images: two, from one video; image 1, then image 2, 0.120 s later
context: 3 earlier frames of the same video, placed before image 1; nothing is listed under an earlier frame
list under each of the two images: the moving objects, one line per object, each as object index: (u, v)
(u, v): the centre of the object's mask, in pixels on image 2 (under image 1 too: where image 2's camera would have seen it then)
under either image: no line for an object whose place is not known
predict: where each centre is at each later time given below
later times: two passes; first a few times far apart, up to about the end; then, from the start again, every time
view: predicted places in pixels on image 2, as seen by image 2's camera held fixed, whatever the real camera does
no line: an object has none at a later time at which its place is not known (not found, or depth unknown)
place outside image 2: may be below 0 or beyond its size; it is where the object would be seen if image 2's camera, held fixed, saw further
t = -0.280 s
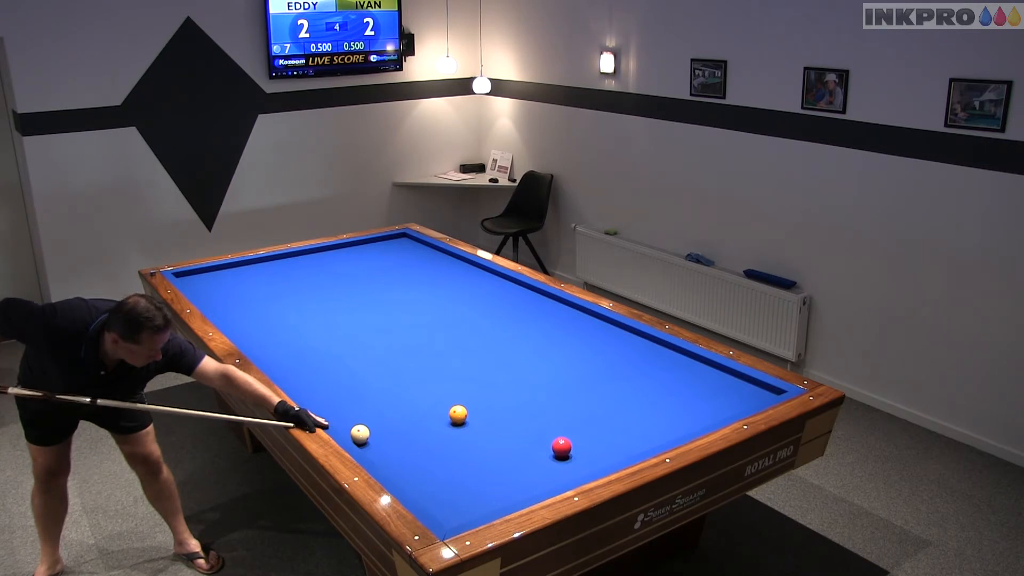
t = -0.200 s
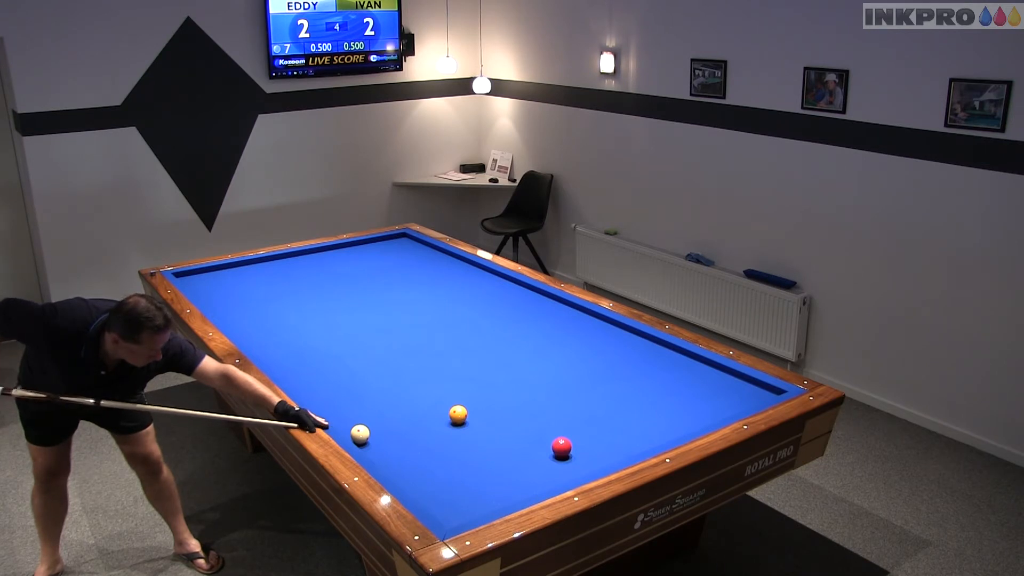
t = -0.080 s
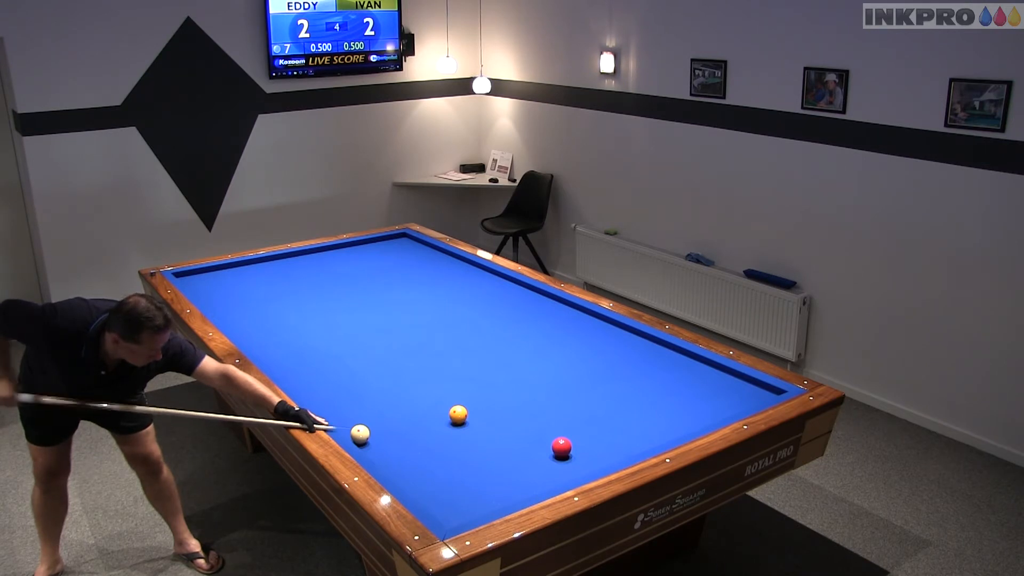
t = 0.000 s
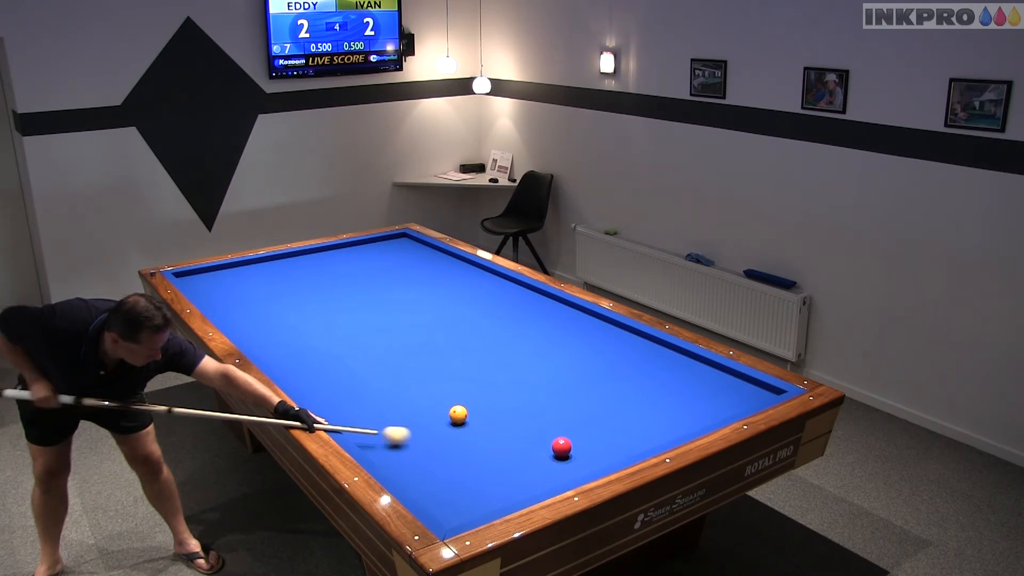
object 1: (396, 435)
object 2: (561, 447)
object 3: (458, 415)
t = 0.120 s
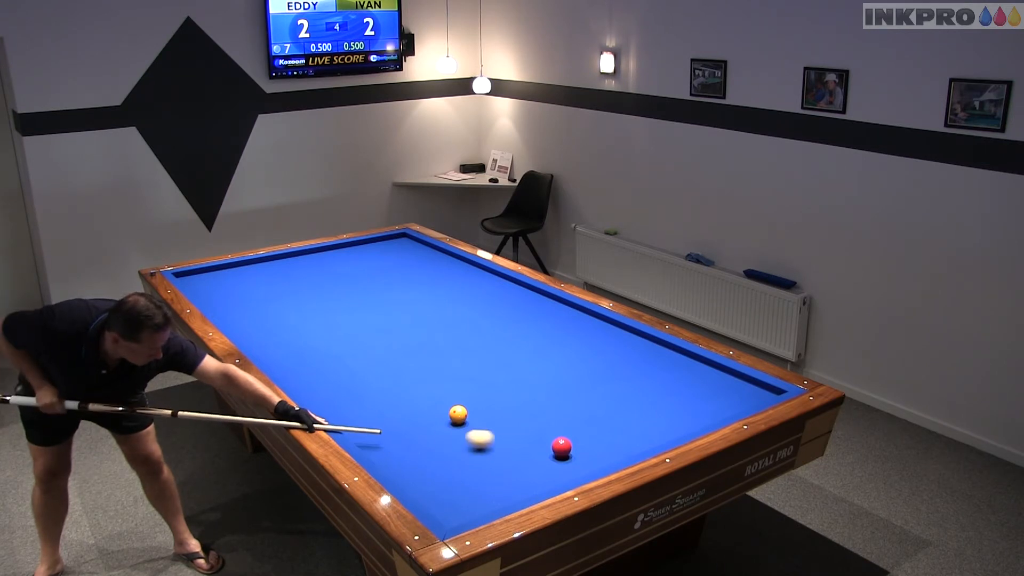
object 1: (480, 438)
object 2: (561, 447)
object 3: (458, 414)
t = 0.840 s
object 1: (716, 385)
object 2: (547, 389)
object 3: (458, 415)
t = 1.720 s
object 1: (663, 428)
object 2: (487, 314)
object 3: (458, 415)
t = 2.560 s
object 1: (527, 452)
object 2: (449, 268)
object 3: (458, 415)
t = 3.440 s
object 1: (403, 468)
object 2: (404, 239)
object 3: (458, 415)
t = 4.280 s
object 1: (439, 427)
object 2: (391, 249)
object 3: (458, 414)
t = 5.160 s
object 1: (441, 411)
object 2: (390, 266)
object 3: (480, 402)
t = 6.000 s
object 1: (437, 404)
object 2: (388, 283)
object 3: (499, 390)
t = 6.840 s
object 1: (434, 400)
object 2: (386, 300)
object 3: (513, 382)
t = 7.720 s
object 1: (434, 400)
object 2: (384, 318)
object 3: (521, 377)
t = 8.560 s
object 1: (434, 400)
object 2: (383, 334)
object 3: (525, 374)
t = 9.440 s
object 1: (434, 400)
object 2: (382, 350)
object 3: (525, 374)
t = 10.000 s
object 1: (434, 400)
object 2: (381, 360)
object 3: (525, 374)
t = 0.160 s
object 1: (508, 439)
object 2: (561, 447)
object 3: (458, 414)
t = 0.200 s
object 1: (536, 440)
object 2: (561, 447)
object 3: (458, 414)
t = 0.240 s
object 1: (552, 437)
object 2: (575, 451)
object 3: (458, 414)
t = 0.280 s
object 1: (561, 433)
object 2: (595, 457)
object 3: (458, 414)
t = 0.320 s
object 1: (570, 428)
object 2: (605, 457)
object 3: (458, 414)
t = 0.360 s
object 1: (580, 423)
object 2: (599, 451)
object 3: (458, 414)
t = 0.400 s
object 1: (591, 420)
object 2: (593, 444)
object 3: (458, 414)
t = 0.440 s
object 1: (602, 416)
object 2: (588, 438)
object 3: (458, 415)
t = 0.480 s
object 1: (614, 412)
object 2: (583, 432)
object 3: (458, 414)
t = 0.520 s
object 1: (626, 409)
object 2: (579, 427)
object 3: (458, 414)
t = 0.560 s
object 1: (638, 406)
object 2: (574, 422)
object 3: (458, 415)
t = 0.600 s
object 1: (650, 403)
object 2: (570, 417)
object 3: (458, 415)
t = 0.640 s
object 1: (661, 399)
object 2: (566, 412)
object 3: (458, 415)
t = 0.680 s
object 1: (673, 396)
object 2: (562, 407)
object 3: (458, 415)
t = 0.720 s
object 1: (684, 393)
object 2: (558, 402)
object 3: (458, 415)
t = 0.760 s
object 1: (695, 390)
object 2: (555, 398)
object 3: (458, 415)
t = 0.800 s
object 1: (705, 388)
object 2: (551, 393)
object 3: (458, 414)
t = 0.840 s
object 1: (716, 385)
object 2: (547, 389)
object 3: (458, 415)
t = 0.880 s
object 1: (726, 382)
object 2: (544, 385)
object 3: (458, 414)
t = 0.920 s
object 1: (736, 379)
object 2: (540, 381)
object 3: (458, 415)
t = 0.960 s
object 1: (742, 378)
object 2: (537, 376)
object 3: (458, 415)
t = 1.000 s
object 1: (737, 383)
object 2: (534, 373)
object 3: (458, 415)
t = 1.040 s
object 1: (734, 387)
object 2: (531, 369)
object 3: (458, 415)
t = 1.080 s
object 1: (730, 390)
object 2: (528, 365)
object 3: (458, 415)
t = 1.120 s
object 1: (727, 394)
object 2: (525, 361)
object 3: (458, 414)
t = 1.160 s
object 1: (725, 397)
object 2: (522, 358)
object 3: (458, 414)
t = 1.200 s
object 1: (722, 401)
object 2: (519, 354)
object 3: (458, 414)
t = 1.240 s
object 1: (720, 404)
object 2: (516, 351)
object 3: (458, 414)
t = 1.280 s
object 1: (718, 407)
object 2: (513, 347)
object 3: (458, 414)
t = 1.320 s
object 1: (715, 410)
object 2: (511, 344)
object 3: (458, 414)
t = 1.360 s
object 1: (713, 413)
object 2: (508, 341)
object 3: (458, 414)
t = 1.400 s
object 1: (710, 416)
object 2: (505, 338)
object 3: (458, 414)
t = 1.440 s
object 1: (707, 418)
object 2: (503, 334)
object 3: (458, 414)
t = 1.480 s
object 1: (700, 420)
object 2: (500, 331)
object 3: (458, 414)
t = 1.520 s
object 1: (694, 421)
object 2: (498, 328)
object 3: (458, 415)
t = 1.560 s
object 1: (688, 423)
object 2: (496, 326)
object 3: (458, 414)
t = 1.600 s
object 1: (682, 424)
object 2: (493, 323)
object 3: (458, 415)
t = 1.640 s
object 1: (676, 425)
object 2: (491, 320)
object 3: (458, 415)
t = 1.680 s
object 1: (670, 427)
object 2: (489, 317)
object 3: (458, 415)
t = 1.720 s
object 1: (663, 428)
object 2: (487, 314)
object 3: (458, 415)
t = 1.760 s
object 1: (657, 429)
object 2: (485, 312)
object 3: (458, 415)
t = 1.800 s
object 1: (651, 431)
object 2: (482, 310)
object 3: (458, 415)
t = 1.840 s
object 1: (644, 432)
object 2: (480, 307)
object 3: (458, 414)
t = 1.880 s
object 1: (638, 433)
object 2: (478, 304)
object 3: (458, 414)
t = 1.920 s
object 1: (632, 434)
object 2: (477, 302)
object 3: (458, 415)
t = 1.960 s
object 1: (625, 435)
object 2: (475, 300)
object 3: (458, 415)
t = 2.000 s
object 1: (619, 436)
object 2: (472, 297)
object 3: (458, 415)
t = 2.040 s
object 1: (612, 437)
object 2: (471, 295)
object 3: (458, 414)
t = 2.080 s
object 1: (606, 439)
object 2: (469, 293)
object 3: (458, 415)
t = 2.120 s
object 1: (599, 440)
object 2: (467, 290)
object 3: (458, 415)
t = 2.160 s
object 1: (593, 441)
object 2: (465, 288)
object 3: (458, 415)
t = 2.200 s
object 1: (586, 442)
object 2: (464, 286)
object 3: (458, 415)
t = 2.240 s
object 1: (580, 443)
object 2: (462, 284)
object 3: (458, 415)
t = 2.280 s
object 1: (574, 444)
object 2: (460, 282)
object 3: (458, 415)
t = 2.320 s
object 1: (567, 445)
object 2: (458, 280)
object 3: (458, 415)
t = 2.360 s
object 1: (561, 446)
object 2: (457, 278)
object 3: (458, 414)
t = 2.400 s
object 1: (554, 448)
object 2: (455, 276)
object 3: (458, 415)
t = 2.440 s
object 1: (547, 449)
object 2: (454, 274)
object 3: (458, 414)
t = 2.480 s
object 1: (541, 450)
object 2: (452, 272)
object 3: (458, 414)
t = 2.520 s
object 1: (534, 451)
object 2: (451, 270)
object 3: (458, 414)
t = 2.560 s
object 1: (527, 452)
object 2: (449, 268)
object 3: (458, 415)
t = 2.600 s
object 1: (521, 453)
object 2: (448, 266)
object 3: (458, 414)
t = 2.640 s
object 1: (514, 454)
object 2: (446, 265)
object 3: (458, 414)
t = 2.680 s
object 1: (507, 456)
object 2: (445, 263)
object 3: (458, 415)
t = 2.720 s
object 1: (501, 457)
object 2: (444, 261)
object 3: (458, 414)
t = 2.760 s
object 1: (494, 458)
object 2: (442, 260)
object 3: (458, 414)
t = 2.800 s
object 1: (487, 459)
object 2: (441, 258)
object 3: (458, 415)
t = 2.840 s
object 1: (481, 460)
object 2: (440, 256)
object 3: (458, 415)
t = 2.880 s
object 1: (474, 461)
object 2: (438, 255)
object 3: (458, 415)
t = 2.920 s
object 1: (468, 462)
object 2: (437, 253)
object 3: (458, 415)
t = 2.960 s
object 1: (461, 464)
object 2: (436, 251)
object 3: (458, 414)
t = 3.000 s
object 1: (454, 464)
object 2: (434, 250)
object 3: (458, 414)
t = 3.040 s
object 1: (447, 466)
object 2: (433, 248)
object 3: (458, 415)
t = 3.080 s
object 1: (440, 467)
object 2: (432, 247)
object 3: (458, 415)
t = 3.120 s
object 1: (434, 468)
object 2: (429, 246)
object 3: (458, 415)
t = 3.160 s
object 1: (427, 469)
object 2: (426, 245)
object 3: (458, 415)
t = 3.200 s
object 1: (421, 470)
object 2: (422, 244)
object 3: (458, 414)
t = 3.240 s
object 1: (414, 471)
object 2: (419, 243)
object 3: (458, 415)
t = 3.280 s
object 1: (407, 472)
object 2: (416, 242)
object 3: (458, 415)
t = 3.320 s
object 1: (401, 473)
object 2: (413, 241)
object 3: (458, 415)
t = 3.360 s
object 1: (399, 472)
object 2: (410, 241)
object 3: (458, 415)
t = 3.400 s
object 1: (401, 470)
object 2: (407, 240)
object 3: (458, 415)
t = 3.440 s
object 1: (403, 468)
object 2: (404, 239)
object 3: (458, 415)
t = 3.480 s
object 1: (405, 466)
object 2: (400, 238)
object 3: (458, 415)
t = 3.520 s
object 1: (407, 463)
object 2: (398, 237)
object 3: (458, 415)
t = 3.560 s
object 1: (409, 462)
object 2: (395, 237)
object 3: (458, 415)
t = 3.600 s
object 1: (411, 459)
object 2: (392, 236)
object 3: (458, 415)
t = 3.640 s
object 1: (413, 457)
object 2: (392, 237)
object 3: (458, 415)
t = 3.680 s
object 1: (414, 455)
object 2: (392, 238)
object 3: (458, 415)
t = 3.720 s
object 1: (416, 453)
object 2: (392, 238)
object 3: (458, 415)
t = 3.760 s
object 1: (418, 451)
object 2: (392, 239)
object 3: (458, 415)
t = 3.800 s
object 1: (420, 449)
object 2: (392, 240)
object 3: (458, 415)
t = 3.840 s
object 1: (422, 447)
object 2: (392, 241)
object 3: (458, 415)
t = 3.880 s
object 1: (423, 445)
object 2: (392, 241)
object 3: (458, 414)
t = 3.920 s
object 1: (425, 443)
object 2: (392, 242)
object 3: (458, 415)
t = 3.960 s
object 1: (426, 441)
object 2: (392, 243)
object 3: (458, 414)
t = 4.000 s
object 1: (428, 440)
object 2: (392, 244)
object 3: (458, 415)
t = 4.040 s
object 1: (430, 438)
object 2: (392, 244)
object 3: (458, 414)
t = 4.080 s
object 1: (431, 436)
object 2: (392, 245)
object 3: (458, 415)
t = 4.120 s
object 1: (433, 434)
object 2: (392, 246)
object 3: (458, 414)
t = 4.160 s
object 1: (434, 432)
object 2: (392, 247)
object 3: (458, 414)
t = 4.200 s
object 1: (436, 431)
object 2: (391, 247)
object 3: (458, 415)
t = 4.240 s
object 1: (438, 429)
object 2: (391, 248)
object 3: (458, 415)
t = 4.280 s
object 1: (439, 427)
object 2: (391, 249)
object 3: (458, 414)
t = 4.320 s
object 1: (441, 426)
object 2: (391, 250)
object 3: (458, 414)
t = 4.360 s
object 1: (442, 424)
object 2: (391, 251)
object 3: (458, 414)
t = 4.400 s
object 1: (443, 423)
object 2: (391, 251)
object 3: (458, 414)
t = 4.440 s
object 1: (445, 421)
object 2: (391, 252)
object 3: (459, 414)
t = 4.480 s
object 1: (445, 421)
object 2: (391, 253)
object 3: (460, 414)
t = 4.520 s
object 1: (444, 420)
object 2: (391, 254)
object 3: (461, 413)
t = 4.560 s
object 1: (444, 419)
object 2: (391, 254)
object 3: (462, 412)
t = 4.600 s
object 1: (444, 419)
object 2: (391, 255)
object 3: (464, 411)
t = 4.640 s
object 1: (444, 418)
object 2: (391, 256)
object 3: (465, 411)
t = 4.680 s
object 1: (444, 417)
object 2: (391, 257)
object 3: (466, 410)
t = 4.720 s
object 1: (443, 417)
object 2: (391, 258)
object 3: (467, 409)
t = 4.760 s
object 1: (443, 416)
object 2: (391, 258)
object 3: (469, 408)
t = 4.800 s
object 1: (443, 416)
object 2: (391, 259)
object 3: (470, 407)
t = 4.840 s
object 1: (443, 415)
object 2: (390, 260)
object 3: (471, 407)
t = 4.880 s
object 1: (442, 415)
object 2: (390, 261)
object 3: (472, 406)
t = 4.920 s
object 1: (442, 414)
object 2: (390, 262)
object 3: (473, 406)
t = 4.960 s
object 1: (442, 414)
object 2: (390, 262)
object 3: (474, 405)
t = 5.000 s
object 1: (442, 413)
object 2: (390, 263)
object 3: (476, 404)
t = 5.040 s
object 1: (442, 413)
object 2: (390, 264)
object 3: (477, 403)
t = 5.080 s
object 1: (441, 412)
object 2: (390, 265)
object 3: (478, 403)
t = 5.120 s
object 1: (441, 412)
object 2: (390, 265)
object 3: (479, 402)
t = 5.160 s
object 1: (441, 411)
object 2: (390, 266)
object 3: (480, 402)
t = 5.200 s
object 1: (441, 411)
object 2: (390, 267)
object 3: (481, 401)
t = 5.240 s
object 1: (441, 410)
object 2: (390, 268)
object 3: (482, 400)
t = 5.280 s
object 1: (440, 410)
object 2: (389, 269)
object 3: (483, 400)
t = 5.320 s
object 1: (440, 410)
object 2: (389, 269)
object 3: (484, 399)
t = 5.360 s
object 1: (440, 409)
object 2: (389, 270)
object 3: (485, 398)
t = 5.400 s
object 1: (440, 409)
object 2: (389, 271)
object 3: (486, 398)
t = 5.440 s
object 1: (440, 408)
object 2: (389, 272)
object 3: (487, 397)
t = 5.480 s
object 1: (440, 408)
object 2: (389, 273)
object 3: (488, 397)
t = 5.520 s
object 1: (439, 408)
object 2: (389, 274)
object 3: (489, 396)
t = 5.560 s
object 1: (439, 407)
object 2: (389, 274)
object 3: (490, 396)
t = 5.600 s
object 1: (439, 407)
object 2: (389, 275)
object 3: (491, 395)
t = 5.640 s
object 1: (439, 407)
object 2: (389, 276)
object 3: (492, 395)
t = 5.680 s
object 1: (439, 406)
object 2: (389, 277)
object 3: (492, 394)
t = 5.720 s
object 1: (439, 406)
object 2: (389, 278)
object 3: (493, 394)
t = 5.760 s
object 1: (439, 406)
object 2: (389, 278)
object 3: (494, 393)
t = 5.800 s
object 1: (438, 405)
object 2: (389, 279)
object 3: (495, 392)
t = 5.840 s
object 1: (438, 405)
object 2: (388, 280)
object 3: (496, 392)
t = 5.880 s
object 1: (438, 405)
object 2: (388, 281)
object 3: (497, 391)
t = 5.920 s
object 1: (438, 405)
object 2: (388, 282)
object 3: (497, 391)
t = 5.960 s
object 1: (438, 404)
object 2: (388, 282)
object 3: (498, 390)
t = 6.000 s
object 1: (437, 404)
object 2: (388, 283)
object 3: (499, 390)
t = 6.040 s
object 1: (437, 404)
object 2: (388, 284)
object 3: (500, 390)
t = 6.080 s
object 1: (437, 404)
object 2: (388, 285)
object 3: (501, 389)
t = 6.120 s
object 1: (437, 404)
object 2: (388, 286)
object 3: (501, 389)
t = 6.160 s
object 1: (437, 403)
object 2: (388, 287)
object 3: (502, 388)
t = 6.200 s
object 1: (437, 403)
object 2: (388, 287)
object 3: (503, 388)
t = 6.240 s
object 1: (436, 403)
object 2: (388, 288)
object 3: (504, 387)
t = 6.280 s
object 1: (436, 403)
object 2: (387, 289)
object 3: (504, 387)
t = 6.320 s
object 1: (436, 402)
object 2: (387, 290)
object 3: (505, 386)
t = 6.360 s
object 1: (436, 402)
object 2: (387, 291)
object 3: (506, 386)
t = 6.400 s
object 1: (436, 402)
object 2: (387, 291)
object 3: (506, 386)
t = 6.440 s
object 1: (436, 402)
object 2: (387, 292)
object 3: (507, 385)
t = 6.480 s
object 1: (435, 402)
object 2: (387, 293)
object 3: (508, 385)
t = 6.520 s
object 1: (435, 402)
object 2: (387, 294)
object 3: (508, 385)
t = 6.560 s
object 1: (435, 401)
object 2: (387, 295)
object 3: (509, 384)
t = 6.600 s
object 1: (435, 401)
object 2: (387, 295)
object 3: (510, 384)
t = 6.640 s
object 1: (435, 401)
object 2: (387, 296)
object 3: (510, 384)
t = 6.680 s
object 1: (435, 401)
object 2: (387, 297)
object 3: (511, 383)
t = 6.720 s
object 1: (435, 401)
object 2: (386, 298)
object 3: (511, 383)
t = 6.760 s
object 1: (434, 401)
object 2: (386, 299)
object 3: (512, 383)
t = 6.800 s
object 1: (434, 401)
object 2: (386, 300)
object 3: (512, 382)
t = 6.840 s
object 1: (434, 400)
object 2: (386, 300)
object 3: (513, 382)
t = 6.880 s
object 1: (434, 401)
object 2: (386, 301)
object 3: (513, 382)
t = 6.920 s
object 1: (434, 401)
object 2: (386, 302)
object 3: (514, 381)
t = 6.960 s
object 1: (434, 400)
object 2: (386, 303)
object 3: (514, 381)
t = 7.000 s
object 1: (434, 400)
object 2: (386, 304)
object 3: (515, 381)
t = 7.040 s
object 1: (434, 400)
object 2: (386, 304)
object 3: (515, 380)
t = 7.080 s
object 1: (434, 400)
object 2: (386, 305)
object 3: (516, 380)
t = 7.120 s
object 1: (434, 401)
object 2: (386, 306)
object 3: (516, 380)
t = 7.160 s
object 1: (434, 400)
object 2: (385, 307)
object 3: (517, 380)
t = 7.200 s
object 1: (434, 400)
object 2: (385, 308)
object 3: (517, 379)
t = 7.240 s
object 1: (434, 400)
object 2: (385, 308)
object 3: (517, 379)
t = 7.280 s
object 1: (434, 400)
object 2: (385, 309)
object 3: (518, 379)
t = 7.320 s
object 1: (434, 400)
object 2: (385, 310)
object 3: (518, 379)
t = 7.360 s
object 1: (434, 400)
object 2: (385, 311)
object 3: (519, 378)
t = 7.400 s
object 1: (434, 400)
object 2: (385, 311)
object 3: (519, 378)
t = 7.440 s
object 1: (434, 400)
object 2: (385, 312)
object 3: (519, 378)
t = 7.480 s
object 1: (434, 400)
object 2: (385, 313)
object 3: (520, 378)
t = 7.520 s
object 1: (434, 400)
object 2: (385, 314)
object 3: (520, 377)
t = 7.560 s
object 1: (434, 400)
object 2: (385, 315)
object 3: (520, 377)
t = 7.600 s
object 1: (434, 400)
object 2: (385, 316)
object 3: (520, 377)
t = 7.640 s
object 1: (434, 400)
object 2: (385, 316)
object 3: (521, 377)
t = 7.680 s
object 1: (434, 400)
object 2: (385, 317)
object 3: (521, 377)
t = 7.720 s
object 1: (434, 400)
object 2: (384, 318)
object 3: (521, 377)
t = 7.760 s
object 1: (434, 400)
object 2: (384, 319)
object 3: (522, 376)
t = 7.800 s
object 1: (434, 400)
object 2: (384, 320)
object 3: (522, 376)
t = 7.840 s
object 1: (434, 400)
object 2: (384, 320)
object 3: (522, 376)
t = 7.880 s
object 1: (434, 400)
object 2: (384, 321)
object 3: (523, 376)
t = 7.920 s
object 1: (434, 400)
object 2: (384, 322)
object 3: (523, 376)
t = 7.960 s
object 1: (434, 400)
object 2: (384, 323)
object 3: (523, 376)
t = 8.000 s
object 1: (434, 400)
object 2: (384, 323)
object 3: (523, 376)
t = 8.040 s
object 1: (434, 400)
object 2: (384, 324)
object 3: (523, 375)
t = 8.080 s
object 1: (434, 400)
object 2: (384, 325)
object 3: (524, 375)
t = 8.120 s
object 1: (434, 400)
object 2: (384, 326)
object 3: (524, 375)
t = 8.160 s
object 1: (434, 400)
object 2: (384, 327)
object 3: (524, 375)
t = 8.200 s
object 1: (434, 400)
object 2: (384, 327)
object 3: (524, 375)
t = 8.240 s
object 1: (434, 400)
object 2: (384, 328)
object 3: (524, 375)
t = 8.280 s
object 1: (434, 400)
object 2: (384, 329)
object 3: (524, 375)
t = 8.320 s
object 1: (434, 400)
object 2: (384, 330)
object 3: (524, 375)
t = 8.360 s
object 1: (434, 400)
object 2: (383, 331)
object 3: (525, 374)
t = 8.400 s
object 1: (434, 400)
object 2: (383, 331)
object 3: (525, 374)
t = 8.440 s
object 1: (434, 400)
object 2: (383, 332)
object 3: (525, 374)
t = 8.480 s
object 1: (434, 400)
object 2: (383, 333)
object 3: (525, 374)
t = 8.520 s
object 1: (434, 400)
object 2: (383, 334)
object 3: (525, 374)
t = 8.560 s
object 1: (434, 400)
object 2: (383, 334)
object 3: (525, 374)
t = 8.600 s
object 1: (434, 400)
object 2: (383, 335)
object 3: (525, 374)
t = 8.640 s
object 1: (434, 400)
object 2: (383, 336)
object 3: (525, 374)
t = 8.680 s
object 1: (434, 400)
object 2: (383, 337)
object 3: (525, 374)
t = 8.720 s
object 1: (434, 400)
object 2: (383, 337)
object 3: (525, 374)
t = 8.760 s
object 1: (434, 400)
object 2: (383, 338)
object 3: (525, 374)
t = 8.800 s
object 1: (434, 400)
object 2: (383, 339)
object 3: (525, 374)
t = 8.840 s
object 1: (434, 400)
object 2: (383, 340)
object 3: (525, 374)
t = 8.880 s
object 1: (434, 400)
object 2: (383, 340)
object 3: (525, 374)
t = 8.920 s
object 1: (434, 400)
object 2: (383, 341)
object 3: (525, 374)
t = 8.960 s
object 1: (434, 400)
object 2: (383, 342)
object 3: (525, 374)
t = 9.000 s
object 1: (434, 400)
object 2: (383, 343)
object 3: (525, 374)
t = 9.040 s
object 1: (434, 400)
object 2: (383, 343)
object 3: (525, 374)
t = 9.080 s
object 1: (434, 400)
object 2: (383, 344)
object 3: (525, 374)
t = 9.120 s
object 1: (434, 400)
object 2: (382, 345)
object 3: (525, 374)
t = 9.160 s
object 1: (434, 400)
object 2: (382, 345)
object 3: (525, 374)
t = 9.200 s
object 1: (434, 400)
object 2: (382, 346)
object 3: (525, 374)
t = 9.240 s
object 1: (434, 400)
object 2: (382, 347)
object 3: (525, 374)
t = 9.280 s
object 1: (434, 400)
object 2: (382, 348)
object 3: (525, 374)
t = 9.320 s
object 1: (434, 400)
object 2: (382, 348)
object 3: (525, 374)
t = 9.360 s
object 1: (434, 400)
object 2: (382, 349)
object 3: (525, 374)
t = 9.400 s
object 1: (434, 400)
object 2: (382, 350)
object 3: (525, 374)
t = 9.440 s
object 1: (434, 400)
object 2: (382, 350)
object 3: (525, 374)
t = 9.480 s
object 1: (434, 400)
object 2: (382, 351)
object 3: (525, 374)
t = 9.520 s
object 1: (434, 400)
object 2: (382, 352)
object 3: (525, 374)
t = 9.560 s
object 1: (434, 400)
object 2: (382, 352)
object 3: (525, 374)
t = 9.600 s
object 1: (434, 400)
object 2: (382, 353)
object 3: (525, 374)
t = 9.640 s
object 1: (434, 400)
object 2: (382, 354)
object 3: (525, 374)
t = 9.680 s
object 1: (434, 400)
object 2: (382, 355)
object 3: (525, 374)
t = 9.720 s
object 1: (434, 400)
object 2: (382, 355)
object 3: (525, 374)
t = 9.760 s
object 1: (434, 400)
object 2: (382, 356)
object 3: (525, 374)
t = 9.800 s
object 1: (434, 400)
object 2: (382, 357)
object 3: (525, 374)
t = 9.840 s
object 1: (434, 400)
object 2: (382, 357)
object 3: (525, 374)
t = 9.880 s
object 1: (434, 400)
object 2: (381, 358)
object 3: (525, 374)
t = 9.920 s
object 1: (434, 400)
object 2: (381, 359)
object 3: (525, 374)
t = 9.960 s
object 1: (434, 400)
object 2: (381, 359)
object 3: (525, 374)
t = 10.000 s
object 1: (434, 400)
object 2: (381, 360)
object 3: (525, 374)
